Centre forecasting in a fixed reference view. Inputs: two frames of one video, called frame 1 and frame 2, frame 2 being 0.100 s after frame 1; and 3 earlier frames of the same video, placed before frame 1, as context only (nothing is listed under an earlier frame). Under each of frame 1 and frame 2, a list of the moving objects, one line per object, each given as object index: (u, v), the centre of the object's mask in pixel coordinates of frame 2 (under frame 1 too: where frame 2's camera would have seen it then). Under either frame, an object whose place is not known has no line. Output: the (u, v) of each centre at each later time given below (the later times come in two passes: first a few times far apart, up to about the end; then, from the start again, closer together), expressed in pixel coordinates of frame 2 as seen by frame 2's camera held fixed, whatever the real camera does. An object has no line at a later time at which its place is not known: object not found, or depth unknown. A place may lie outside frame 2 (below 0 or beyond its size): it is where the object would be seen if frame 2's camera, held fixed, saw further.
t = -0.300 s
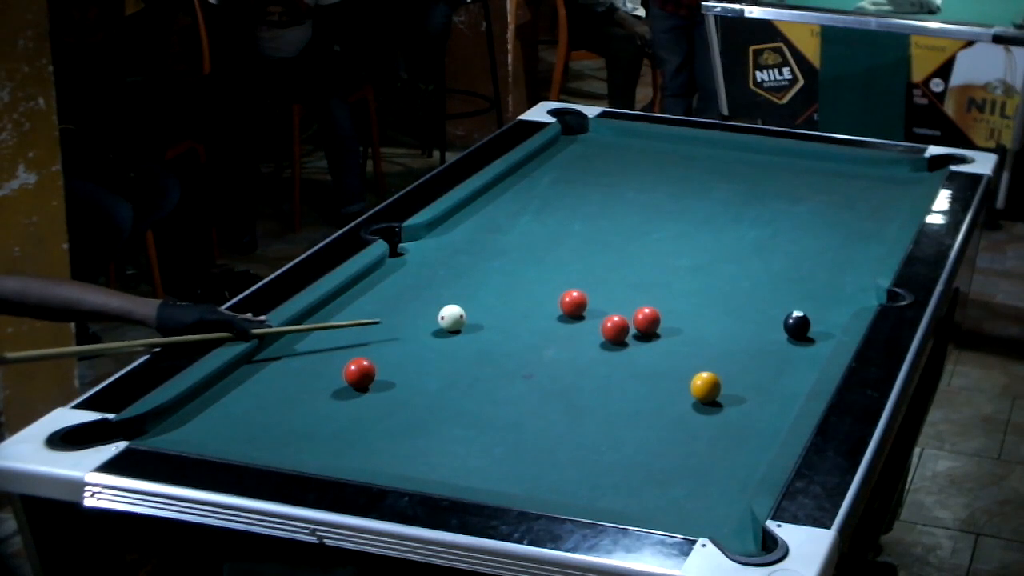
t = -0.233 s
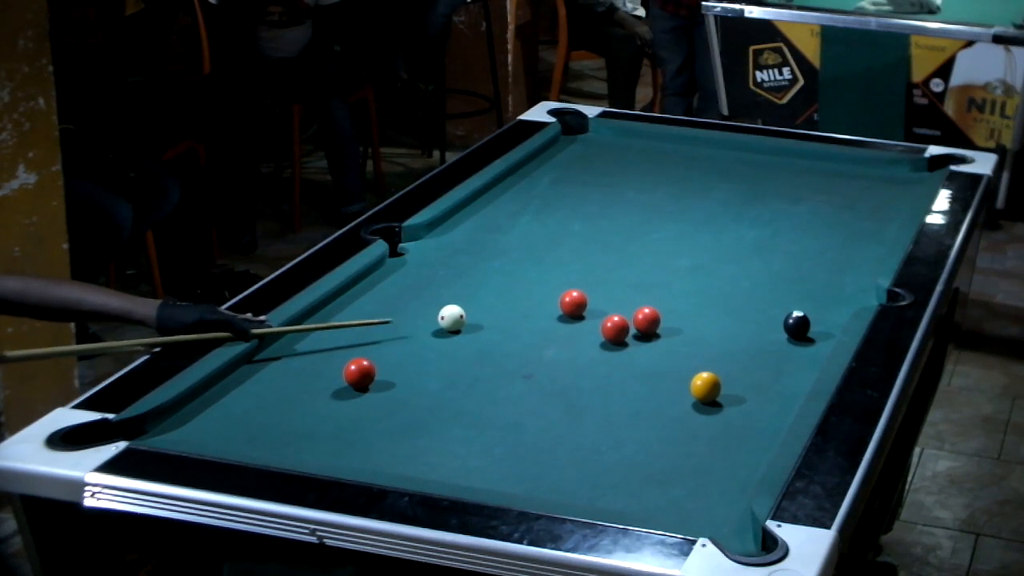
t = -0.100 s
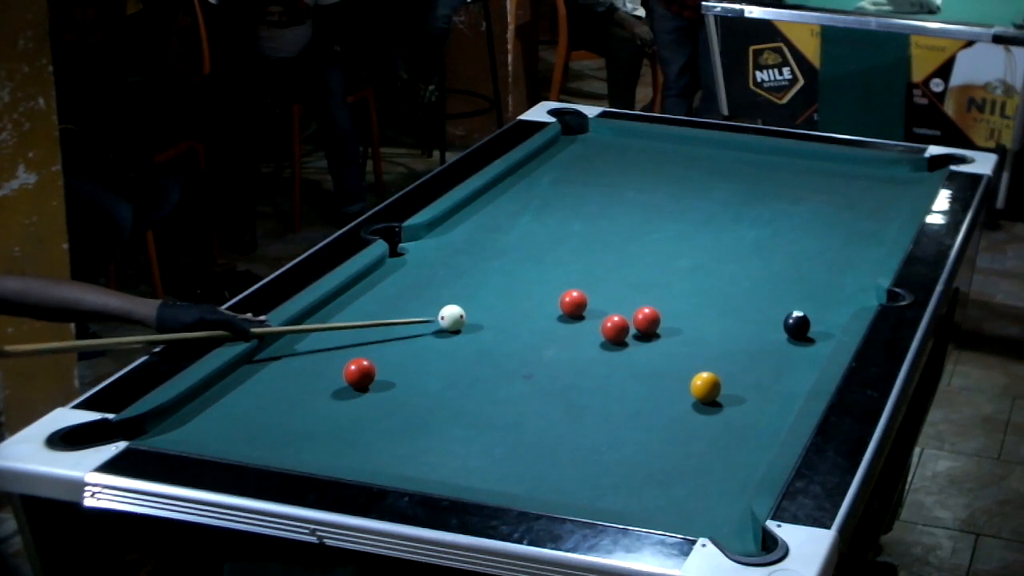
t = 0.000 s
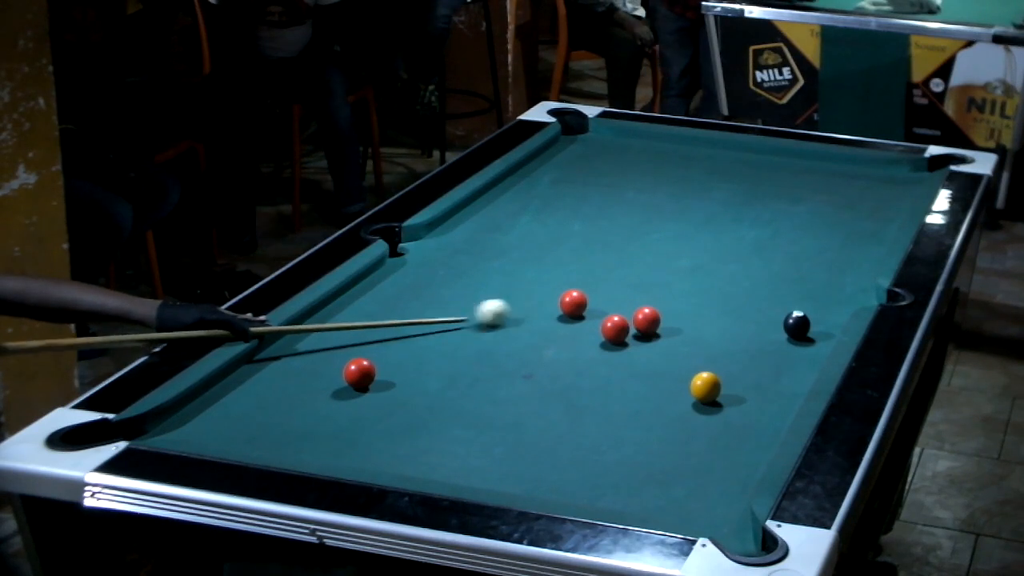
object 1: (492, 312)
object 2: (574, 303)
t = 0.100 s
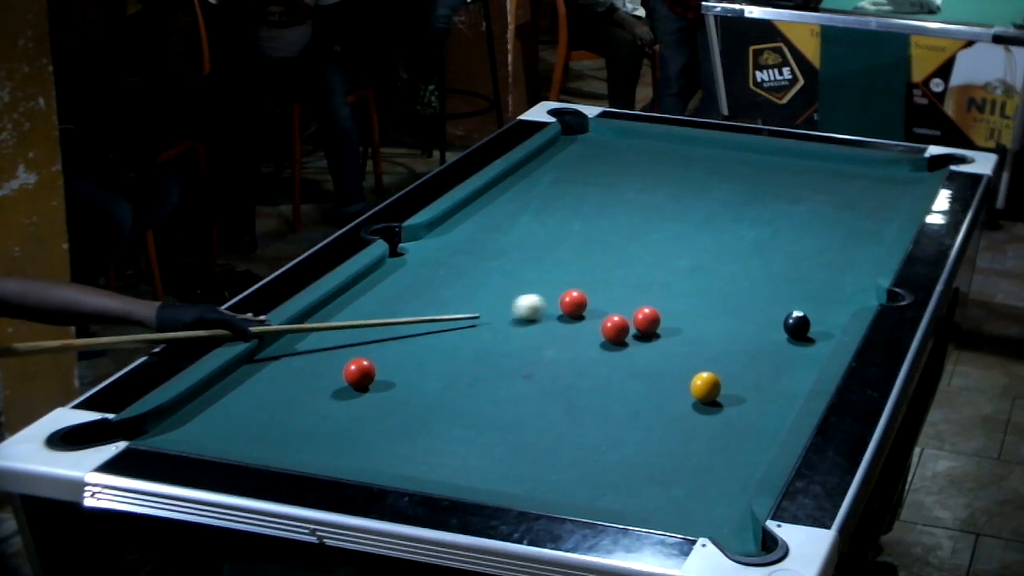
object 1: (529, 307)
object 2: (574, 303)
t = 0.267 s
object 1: (550, 300)
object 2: (600, 302)
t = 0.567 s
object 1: (566, 289)
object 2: (657, 300)
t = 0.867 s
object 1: (579, 281)
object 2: (707, 301)
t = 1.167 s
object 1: (590, 273)
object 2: (753, 300)
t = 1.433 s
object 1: (597, 269)
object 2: (790, 299)
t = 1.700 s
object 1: (603, 265)
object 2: (823, 299)
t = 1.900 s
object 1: (606, 263)
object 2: (846, 299)
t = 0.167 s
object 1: (546, 304)
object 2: (579, 303)
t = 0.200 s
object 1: (547, 302)
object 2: (587, 303)
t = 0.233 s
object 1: (549, 301)
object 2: (594, 303)
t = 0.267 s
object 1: (550, 300)
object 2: (600, 302)
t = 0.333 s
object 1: (554, 297)
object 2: (613, 301)
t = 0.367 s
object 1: (556, 296)
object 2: (620, 301)
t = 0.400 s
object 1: (557, 295)
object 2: (625, 302)
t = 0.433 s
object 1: (559, 294)
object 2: (631, 301)
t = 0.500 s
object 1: (563, 291)
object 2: (644, 298)
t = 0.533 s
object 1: (564, 290)
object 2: (651, 299)
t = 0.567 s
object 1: (566, 289)
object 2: (657, 300)
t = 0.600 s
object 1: (567, 288)
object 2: (663, 300)
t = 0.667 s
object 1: (570, 286)
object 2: (674, 301)
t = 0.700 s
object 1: (572, 285)
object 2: (680, 301)
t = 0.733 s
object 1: (573, 284)
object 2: (685, 301)
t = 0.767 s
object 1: (575, 283)
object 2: (691, 301)
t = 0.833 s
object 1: (577, 281)
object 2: (702, 301)
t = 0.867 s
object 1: (579, 281)
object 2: (707, 301)
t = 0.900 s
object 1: (580, 280)
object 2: (713, 301)
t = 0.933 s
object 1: (581, 279)
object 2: (718, 301)
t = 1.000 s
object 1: (584, 277)
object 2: (728, 300)
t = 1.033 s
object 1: (585, 276)
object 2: (733, 300)
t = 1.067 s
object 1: (586, 275)
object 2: (738, 300)
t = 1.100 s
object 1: (587, 275)
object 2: (743, 300)
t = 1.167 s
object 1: (590, 273)
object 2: (753, 300)
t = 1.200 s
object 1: (591, 273)
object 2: (758, 300)
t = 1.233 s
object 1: (592, 272)
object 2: (763, 300)
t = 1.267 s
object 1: (593, 271)
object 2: (767, 300)
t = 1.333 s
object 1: (594, 270)
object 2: (776, 299)
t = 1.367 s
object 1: (595, 270)
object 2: (781, 300)
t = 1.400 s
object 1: (596, 269)
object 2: (785, 299)
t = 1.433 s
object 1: (597, 269)
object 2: (790, 299)
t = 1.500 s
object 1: (599, 268)
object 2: (799, 298)
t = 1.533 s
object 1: (600, 267)
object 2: (803, 299)
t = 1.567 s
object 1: (600, 267)
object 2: (807, 299)
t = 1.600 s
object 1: (601, 266)
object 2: (811, 299)
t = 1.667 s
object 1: (603, 265)
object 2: (820, 299)
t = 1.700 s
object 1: (603, 265)
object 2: (823, 299)
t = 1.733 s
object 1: (604, 264)
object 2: (827, 299)
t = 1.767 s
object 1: (605, 264)
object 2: (831, 299)
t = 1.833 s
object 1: (606, 264)
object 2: (839, 299)
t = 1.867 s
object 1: (606, 263)
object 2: (842, 299)
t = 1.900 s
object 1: (606, 263)
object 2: (846, 299)
